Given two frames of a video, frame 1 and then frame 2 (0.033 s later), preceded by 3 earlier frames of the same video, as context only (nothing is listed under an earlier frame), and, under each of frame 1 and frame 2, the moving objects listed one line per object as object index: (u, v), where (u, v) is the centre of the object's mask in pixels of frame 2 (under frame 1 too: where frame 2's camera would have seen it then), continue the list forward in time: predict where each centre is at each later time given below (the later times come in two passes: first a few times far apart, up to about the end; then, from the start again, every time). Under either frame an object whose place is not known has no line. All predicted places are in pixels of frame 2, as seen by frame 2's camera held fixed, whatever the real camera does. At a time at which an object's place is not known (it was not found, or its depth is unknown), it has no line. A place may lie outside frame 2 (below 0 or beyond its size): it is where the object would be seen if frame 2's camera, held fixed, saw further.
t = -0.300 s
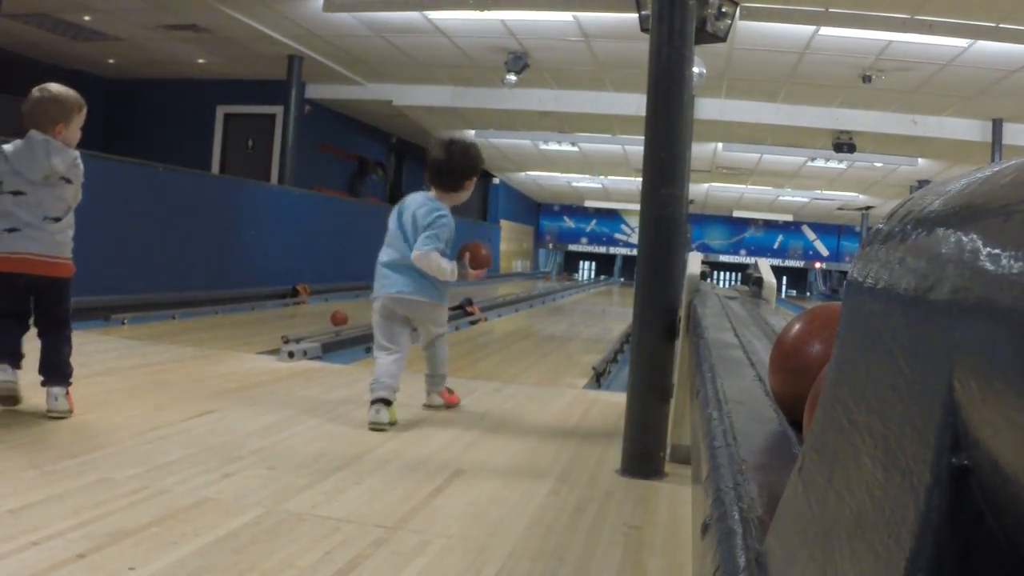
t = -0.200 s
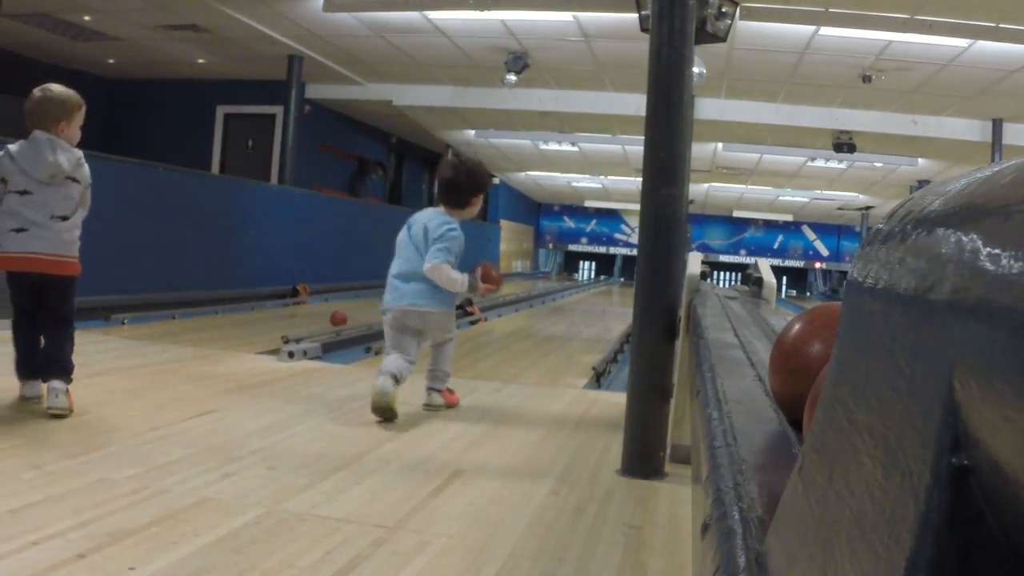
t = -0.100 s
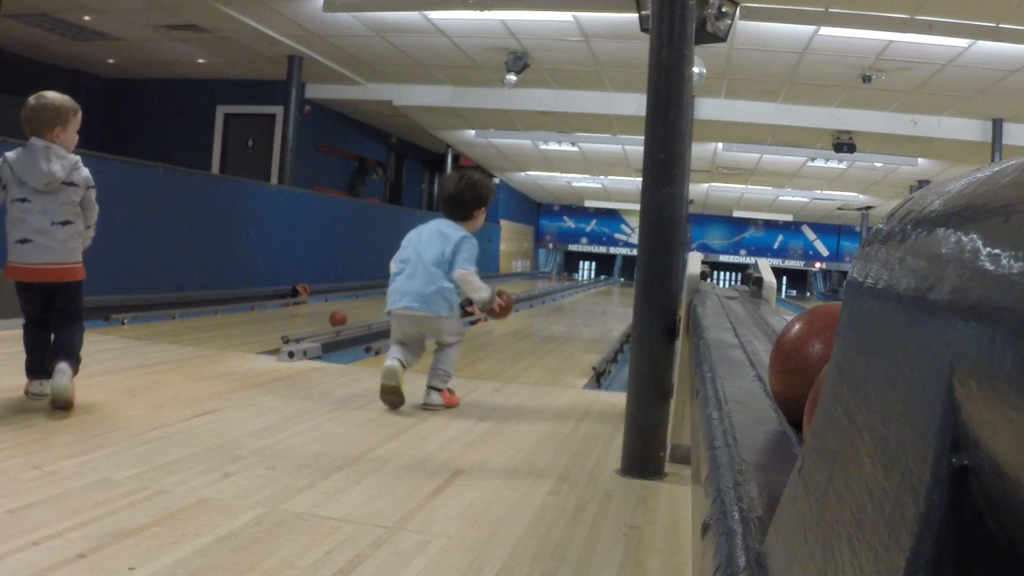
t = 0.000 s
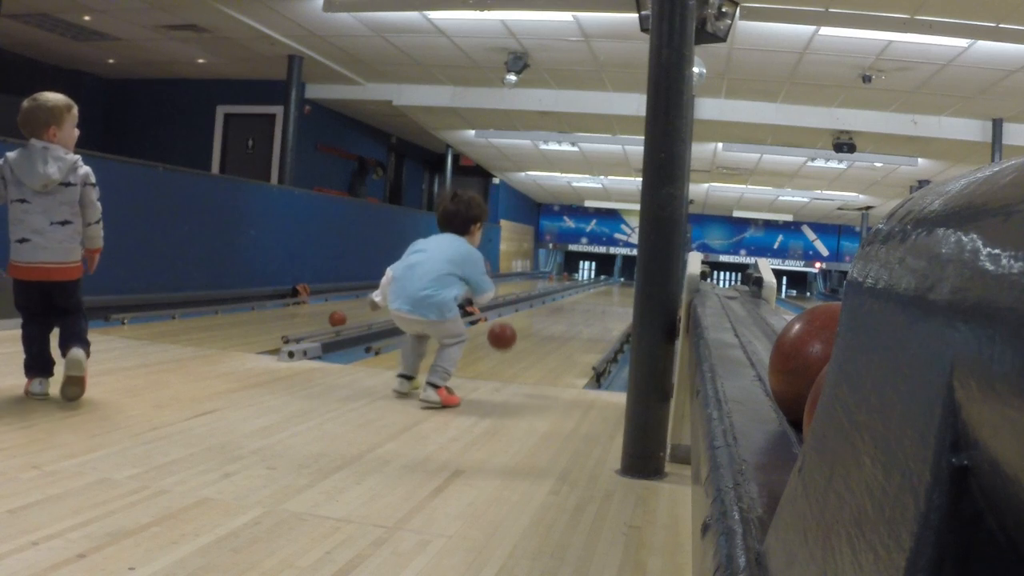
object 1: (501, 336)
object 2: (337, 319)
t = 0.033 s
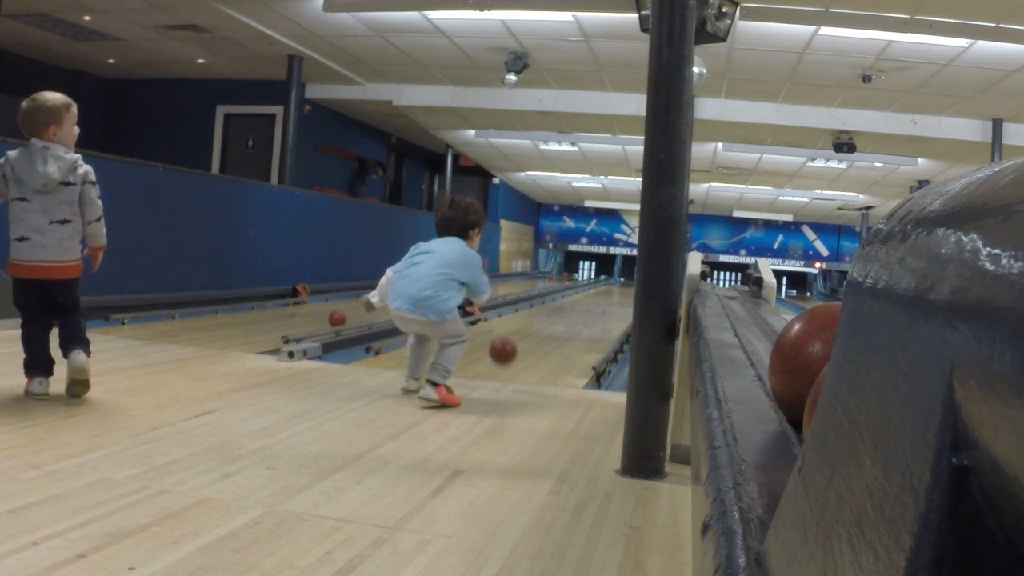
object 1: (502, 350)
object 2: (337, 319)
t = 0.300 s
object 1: (518, 361)
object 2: (335, 319)
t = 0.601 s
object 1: (535, 348)
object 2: (333, 319)
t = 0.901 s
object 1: (548, 337)
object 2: (331, 319)
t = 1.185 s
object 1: (558, 329)
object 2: (329, 320)
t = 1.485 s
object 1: (566, 322)
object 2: (326, 321)
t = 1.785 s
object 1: (572, 317)
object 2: (324, 321)
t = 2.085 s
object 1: (578, 312)
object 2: (321, 322)
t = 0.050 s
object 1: (503, 359)
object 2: (337, 319)
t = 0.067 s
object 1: (503, 368)
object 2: (337, 319)
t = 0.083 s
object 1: (504, 372)
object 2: (337, 319)
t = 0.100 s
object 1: (505, 369)
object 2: (336, 319)
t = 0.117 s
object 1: (507, 366)
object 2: (336, 319)
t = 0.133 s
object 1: (508, 364)
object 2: (336, 319)
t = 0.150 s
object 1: (509, 362)
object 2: (336, 319)
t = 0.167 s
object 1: (510, 362)
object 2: (336, 319)
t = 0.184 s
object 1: (511, 362)
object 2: (336, 319)
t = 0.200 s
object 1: (512, 362)
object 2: (336, 319)
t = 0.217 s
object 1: (513, 363)
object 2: (336, 319)
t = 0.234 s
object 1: (514, 365)
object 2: (336, 319)
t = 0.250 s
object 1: (515, 363)
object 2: (335, 319)
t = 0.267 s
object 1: (516, 362)
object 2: (335, 319)
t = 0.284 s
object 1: (517, 361)
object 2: (335, 319)
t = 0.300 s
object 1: (518, 361)
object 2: (335, 319)
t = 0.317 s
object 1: (519, 361)
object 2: (335, 319)
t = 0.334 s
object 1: (521, 359)
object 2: (335, 319)
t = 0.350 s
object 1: (522, 359)
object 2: (335, 319)
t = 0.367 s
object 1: (523, 358)
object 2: (335, 319)
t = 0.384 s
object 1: (524, 357)
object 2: (334, 319)
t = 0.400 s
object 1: (525, 357)
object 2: (334, 319)
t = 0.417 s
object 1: (526, 356)
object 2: (334, 319)
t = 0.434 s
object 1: (527, 355)
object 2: (334, 319)
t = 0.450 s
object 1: (527, 354)
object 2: (334, 319)
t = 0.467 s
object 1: (528, 353)
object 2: (334, 319)
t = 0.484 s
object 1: (529, 353)
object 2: (334, 319)
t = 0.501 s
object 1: (530, 352)
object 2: (334, 319)
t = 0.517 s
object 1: (531, 351)
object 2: (334, 319)
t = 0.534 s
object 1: (532, 351)
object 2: (334, 319)
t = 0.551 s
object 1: (533, 350)
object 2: (333, 319)
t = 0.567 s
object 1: (534, 349)
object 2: (333, 319)
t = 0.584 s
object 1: (534, 348)
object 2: (333, 319)
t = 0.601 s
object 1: (535, 348)
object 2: (333, 319)
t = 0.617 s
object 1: (536, 347)
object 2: (333, 319)
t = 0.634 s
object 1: (537, 347)
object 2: (333, 319)
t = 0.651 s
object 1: (538, 346)
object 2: (332, 319)
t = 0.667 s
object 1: (538, 345)
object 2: (332, 319)
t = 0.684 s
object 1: (539, 344)
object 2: (332, 319)
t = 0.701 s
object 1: (540, 344)
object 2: (332, 319)
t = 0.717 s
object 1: (541, 343)
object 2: (332, 319)
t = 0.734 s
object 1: (541, 343)
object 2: (332, 319)
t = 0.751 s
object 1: (542, 342)
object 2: (332, 319)
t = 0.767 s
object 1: (543, 341)
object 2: (332, 319)
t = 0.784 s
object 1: (544, 341)
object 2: (332, 319)
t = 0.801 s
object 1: (544, 340)
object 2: (332, 320)
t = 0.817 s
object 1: (545, 340)
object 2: (332, 319)
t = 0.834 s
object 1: (546, 339)
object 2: (331, 319)
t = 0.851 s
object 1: (546, 339)
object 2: (331, 319)
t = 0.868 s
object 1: (547, 338)
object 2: (331, 320)
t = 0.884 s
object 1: (547, 337)
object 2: (331, 319)
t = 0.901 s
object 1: (548, 337)
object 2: (331, 319)
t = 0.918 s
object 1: (549, 337)
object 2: (331, 319)
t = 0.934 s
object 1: (549, 336)
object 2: (331, 319)
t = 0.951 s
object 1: (550, 336)
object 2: (331, 320)
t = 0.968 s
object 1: (550, 335)
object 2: (331, 320)
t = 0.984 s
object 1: (551, 335)
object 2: (330, 320)
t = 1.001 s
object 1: (552, 334)
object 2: (330, 320)
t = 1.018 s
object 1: (552, 334)
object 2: (330, 320)
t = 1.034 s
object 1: (553, 333)
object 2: (330, 320)
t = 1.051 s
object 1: (553, 333)
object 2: (330, 320)
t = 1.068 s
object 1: (554, 332)
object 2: (330, 320)
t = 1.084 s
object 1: (554, 332)
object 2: (330, 320)
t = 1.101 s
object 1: (555, 331)
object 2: (329, 320)
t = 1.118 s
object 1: (555, 331)
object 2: (329, 320)
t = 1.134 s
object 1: (556, 330)
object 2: (329, 320)
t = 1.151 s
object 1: (557, 330)
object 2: (329, 320)
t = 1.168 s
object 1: (557, 330)
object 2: (329, 320)
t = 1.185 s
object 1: (558, 329)
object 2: (329, 320)
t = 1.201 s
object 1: (558, 329)
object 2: (329, 320)
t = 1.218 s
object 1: (559, 328)
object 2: (328, 320)
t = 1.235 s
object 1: (559, 328)
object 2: (328, 320)
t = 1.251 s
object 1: (560, 327)
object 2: (328, 320)
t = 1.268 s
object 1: (560, 327)
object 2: (328, 320)
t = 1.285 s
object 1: (560, 327)
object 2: (328, 320)
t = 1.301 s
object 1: (561, 326)
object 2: (328, 320)
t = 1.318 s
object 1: (561, 326)
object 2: (327, 320)
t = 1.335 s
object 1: (562, 326)
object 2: (327, 320)
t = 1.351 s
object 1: (562, 325)
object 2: (327, 320)
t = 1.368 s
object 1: (563, 325)
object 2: (327, 320)
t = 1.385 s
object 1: (563, 324)
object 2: (327, 320)
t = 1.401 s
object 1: (564, 324)
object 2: (327, 320)
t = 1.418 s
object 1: (564, 324)
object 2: (327, 320)
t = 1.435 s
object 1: (564, 324)
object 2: (326, 320)
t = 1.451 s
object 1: (565, 323)
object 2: (326, 320)
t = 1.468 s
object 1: (565, 323)
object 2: (326, 321)
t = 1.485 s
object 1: (566, 322)
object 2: (326, 321)
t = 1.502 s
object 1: (566, 322)
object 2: (326, 321)
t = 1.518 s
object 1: (567, 322)
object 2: (326, 321)
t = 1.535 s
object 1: (567, 322)
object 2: (325, 321)
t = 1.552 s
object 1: (568, 321)
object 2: (325, 321)
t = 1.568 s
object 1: (568, 321)
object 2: (325, 321)
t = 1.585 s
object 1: (568, 320)
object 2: (325, 321)
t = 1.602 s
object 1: (569, 320)
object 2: (325, 321)
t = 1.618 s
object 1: (569, 320)
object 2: (325, 321)
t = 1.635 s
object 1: (569, 319)
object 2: (325, 321)
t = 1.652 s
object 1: (570, 319)
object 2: (325, 321)
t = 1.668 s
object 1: (570, 319)
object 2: (325, 321)
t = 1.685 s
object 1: (570, 319)
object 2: (325, 321)
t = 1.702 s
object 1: (571, 318)
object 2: (324, 321)
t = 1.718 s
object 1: (571, 318)
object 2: (324, 321)
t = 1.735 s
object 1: (571, 318)
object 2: (324, 321)
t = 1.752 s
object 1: (572, 317)
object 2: (324, 321)
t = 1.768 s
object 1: (572, 317)
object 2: (324, 321)
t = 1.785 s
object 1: (572, 317)
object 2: (324, 321)
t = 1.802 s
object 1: (573, 316)
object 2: (323, 321)
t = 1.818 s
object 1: (573, 316)
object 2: (323, 321)
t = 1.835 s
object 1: (573, 316)
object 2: (323, 321)
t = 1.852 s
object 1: (574, 316)
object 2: (323, 321)
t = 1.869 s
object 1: (574, 316)
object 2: (323, 321)
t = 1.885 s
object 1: (575, 315)
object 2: (323, 321)
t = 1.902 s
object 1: (575, 315)
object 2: (323, 321)
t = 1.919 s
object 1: (575, 315)
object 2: (322, 321)
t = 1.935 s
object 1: (575, 314)
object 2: (322, 321)
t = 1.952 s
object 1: (576, 314)
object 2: (322, 321)
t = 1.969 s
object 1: (576, 314)
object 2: (322, 321)
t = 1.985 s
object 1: (576, 314)
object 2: (322, 321)
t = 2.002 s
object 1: (576, 313)
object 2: (322, 321)
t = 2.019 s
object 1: (577, 313)
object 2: (322, 321)
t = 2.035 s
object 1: (577, 313)
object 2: (321, 321)
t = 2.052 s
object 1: (577, 313)
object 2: (321, 321)
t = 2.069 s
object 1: (578, 313)
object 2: (321, 321)
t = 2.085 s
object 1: (578, 312)
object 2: (321, 322)
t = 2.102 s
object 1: (578, 312)
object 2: (321, 322)
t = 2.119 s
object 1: (578, 312)
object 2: (320, 322)
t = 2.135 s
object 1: (579, 312)
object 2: (320, 322)
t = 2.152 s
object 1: (579, 311)
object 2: (320, 321)
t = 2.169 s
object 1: (579, 311)
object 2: (320, 322)
